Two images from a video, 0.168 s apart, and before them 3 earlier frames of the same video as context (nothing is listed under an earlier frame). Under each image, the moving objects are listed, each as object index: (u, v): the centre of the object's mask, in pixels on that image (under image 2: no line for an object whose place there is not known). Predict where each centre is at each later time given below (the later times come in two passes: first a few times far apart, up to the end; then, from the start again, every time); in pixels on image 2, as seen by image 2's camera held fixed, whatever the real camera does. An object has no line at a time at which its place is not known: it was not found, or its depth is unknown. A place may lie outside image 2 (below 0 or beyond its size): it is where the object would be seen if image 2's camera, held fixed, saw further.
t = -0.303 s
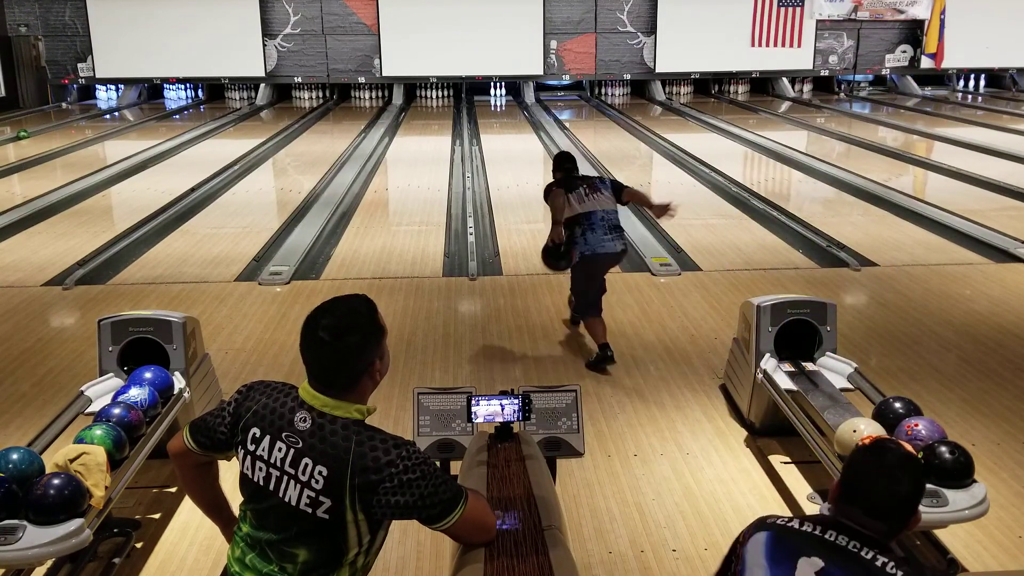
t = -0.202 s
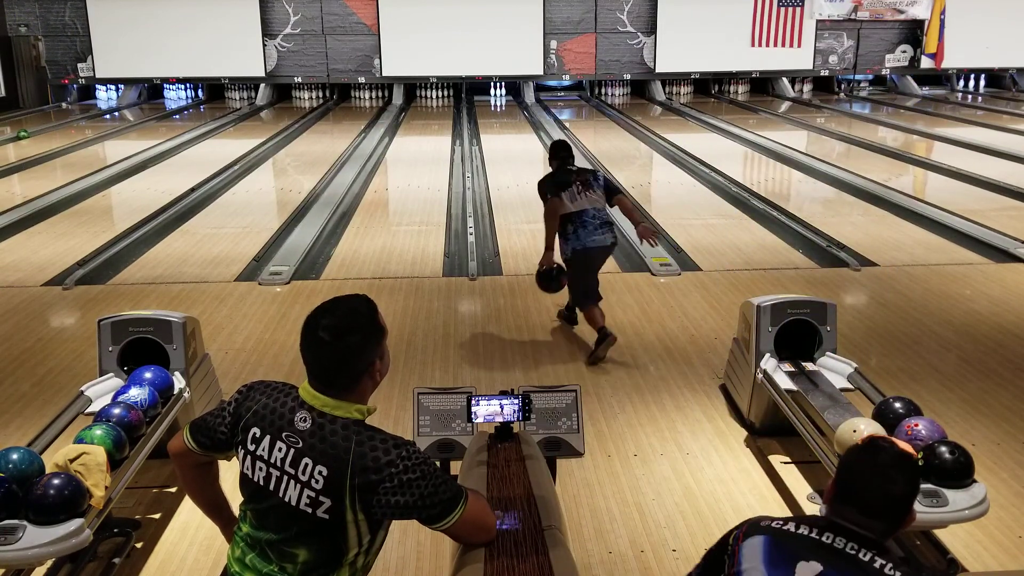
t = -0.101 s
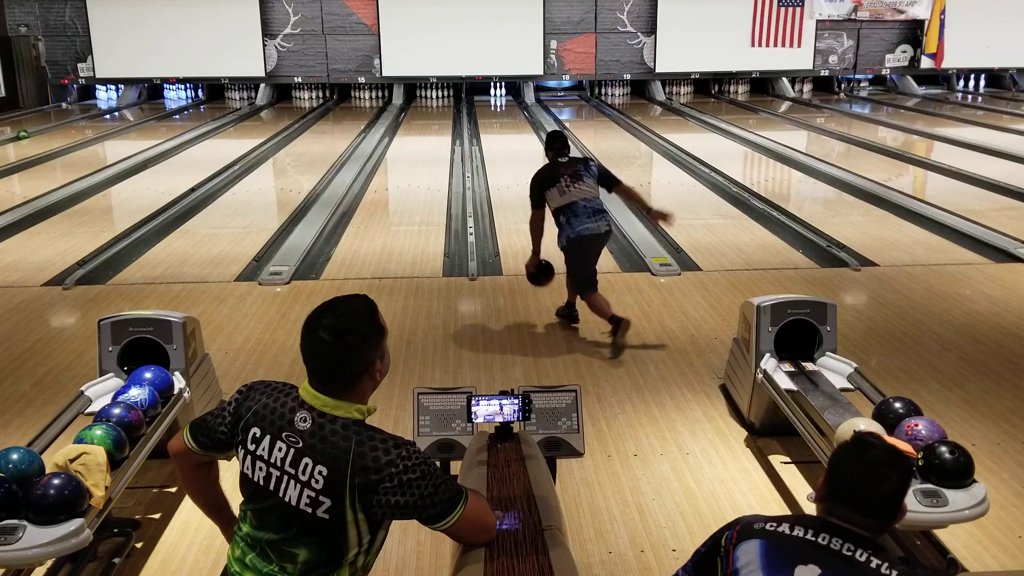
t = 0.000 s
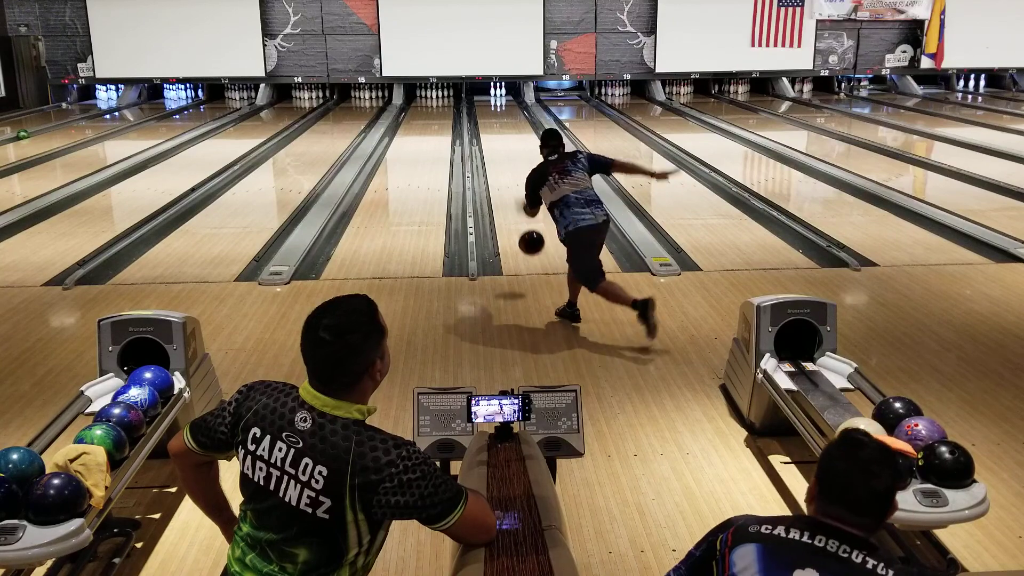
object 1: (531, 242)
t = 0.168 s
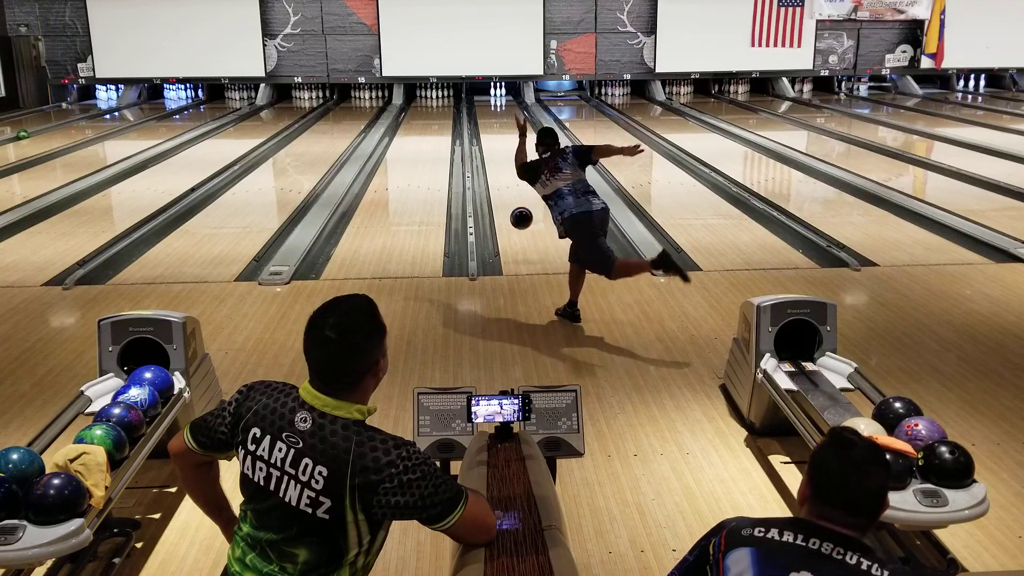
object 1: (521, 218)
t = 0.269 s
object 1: (517, 219)
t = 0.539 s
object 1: (507, 197)
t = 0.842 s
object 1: (500, 169)
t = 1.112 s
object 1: (496, 151)
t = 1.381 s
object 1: (493, 137)
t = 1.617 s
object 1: (492, 126)
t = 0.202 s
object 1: (520, 217)
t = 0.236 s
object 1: (518, 218)
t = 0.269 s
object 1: (517, 219)
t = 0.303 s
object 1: (515, 222)
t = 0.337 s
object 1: (514, 222)
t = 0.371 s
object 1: (513, 217)
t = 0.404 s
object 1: (511, 213)
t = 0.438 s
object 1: (510, 209)
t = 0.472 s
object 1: (509, 205)
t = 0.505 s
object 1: (508, 201)
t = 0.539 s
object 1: (507, 197)
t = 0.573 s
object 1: (506, 193)
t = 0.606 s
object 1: (505, 190)
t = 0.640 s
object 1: (505, 187)
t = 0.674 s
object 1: (504, 183)
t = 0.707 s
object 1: (503, 180)
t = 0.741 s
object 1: (502, 177)
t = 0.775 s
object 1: (501, 175)
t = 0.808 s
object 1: (501, 172)
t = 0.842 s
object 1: (500, 169)
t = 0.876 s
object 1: (499, 167)
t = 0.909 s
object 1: (499, 164)
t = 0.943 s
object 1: (498, 162)
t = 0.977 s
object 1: (498, 160)
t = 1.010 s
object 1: (497, 158)
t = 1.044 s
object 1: (497, 155)
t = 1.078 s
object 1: (496, 153)
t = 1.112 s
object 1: (496, 151)
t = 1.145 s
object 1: (495, 149)
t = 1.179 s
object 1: (495, 147)
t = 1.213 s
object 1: (495, 145)
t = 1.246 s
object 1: (494, 143)
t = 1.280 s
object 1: (494, 142)
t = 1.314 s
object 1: (494, 140)
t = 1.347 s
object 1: (493, 138)
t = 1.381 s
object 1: (493, 137)
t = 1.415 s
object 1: (493, 135)
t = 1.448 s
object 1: (493, 134)
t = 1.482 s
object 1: (492, 132)
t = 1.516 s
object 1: (492, 131)
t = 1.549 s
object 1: (492, 129)
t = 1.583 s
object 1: (492, 128)
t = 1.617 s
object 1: (492, 126)
